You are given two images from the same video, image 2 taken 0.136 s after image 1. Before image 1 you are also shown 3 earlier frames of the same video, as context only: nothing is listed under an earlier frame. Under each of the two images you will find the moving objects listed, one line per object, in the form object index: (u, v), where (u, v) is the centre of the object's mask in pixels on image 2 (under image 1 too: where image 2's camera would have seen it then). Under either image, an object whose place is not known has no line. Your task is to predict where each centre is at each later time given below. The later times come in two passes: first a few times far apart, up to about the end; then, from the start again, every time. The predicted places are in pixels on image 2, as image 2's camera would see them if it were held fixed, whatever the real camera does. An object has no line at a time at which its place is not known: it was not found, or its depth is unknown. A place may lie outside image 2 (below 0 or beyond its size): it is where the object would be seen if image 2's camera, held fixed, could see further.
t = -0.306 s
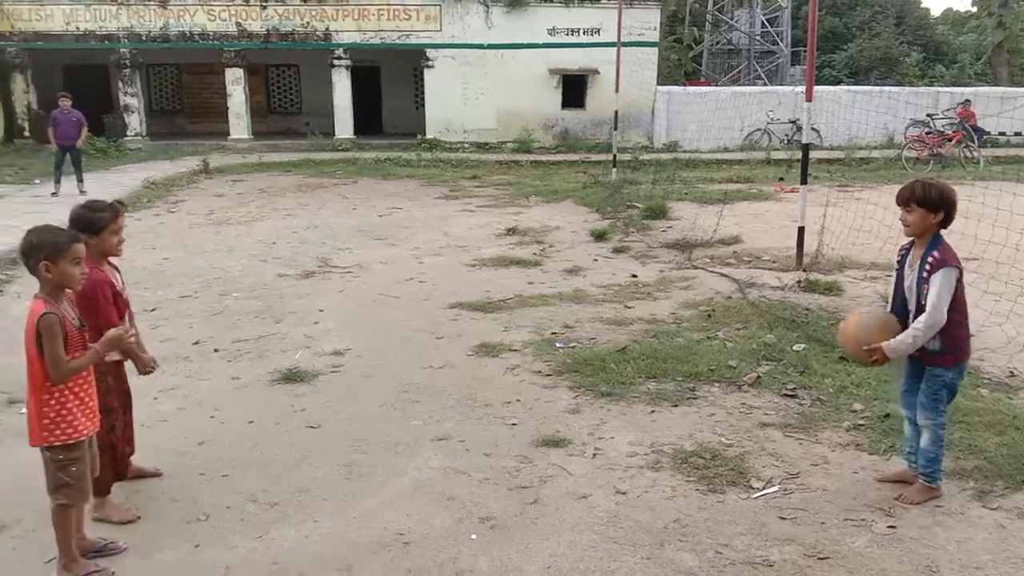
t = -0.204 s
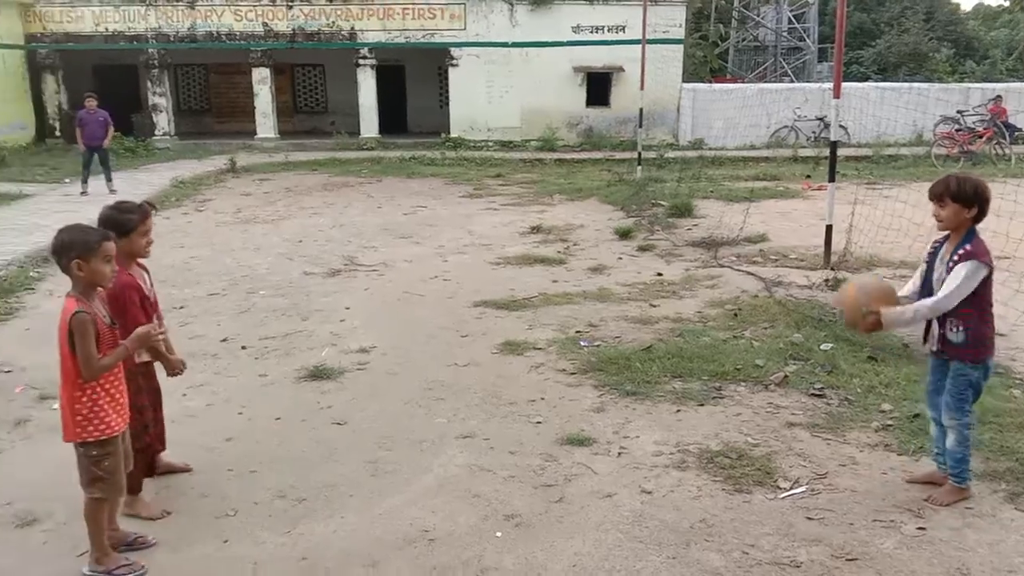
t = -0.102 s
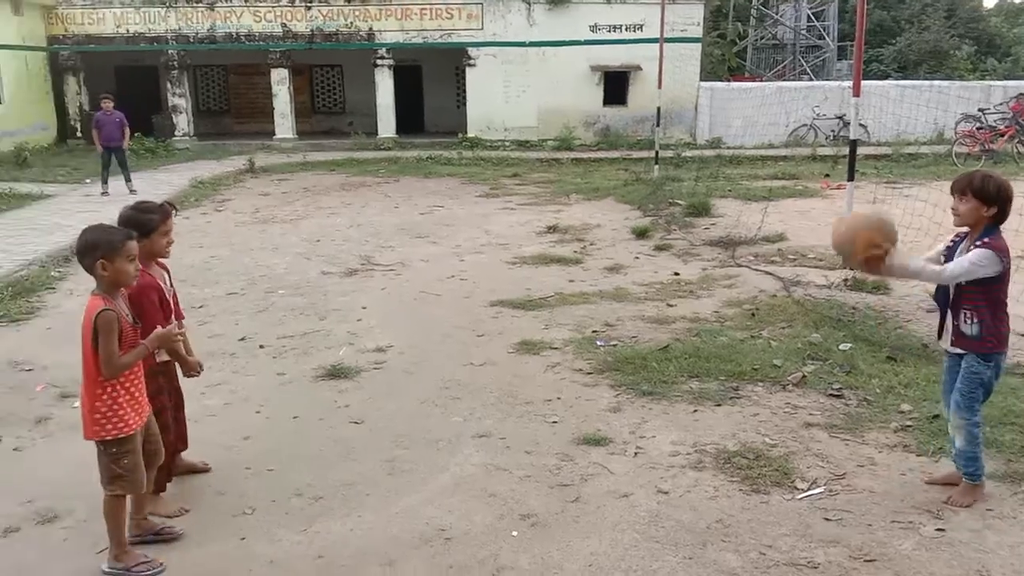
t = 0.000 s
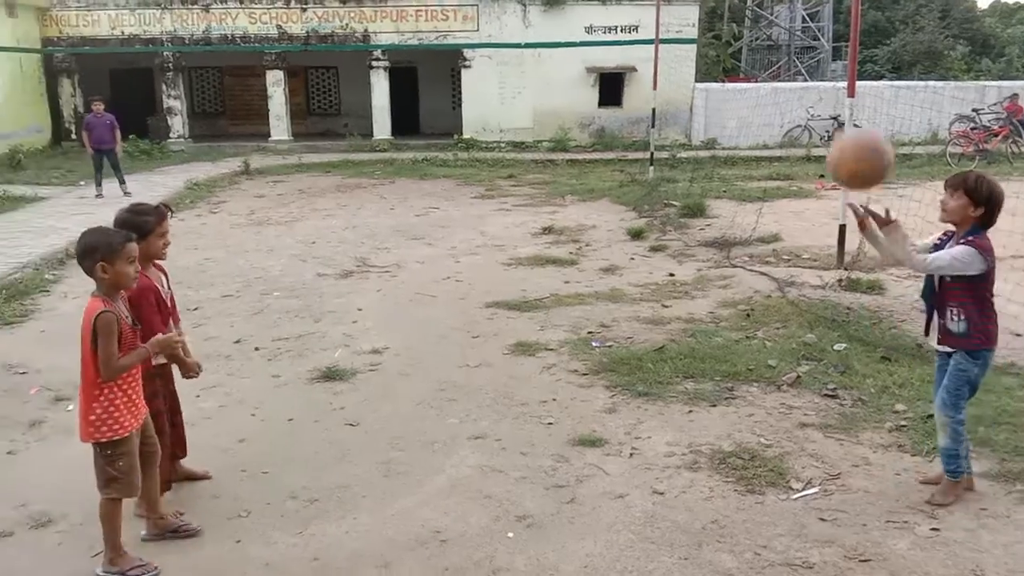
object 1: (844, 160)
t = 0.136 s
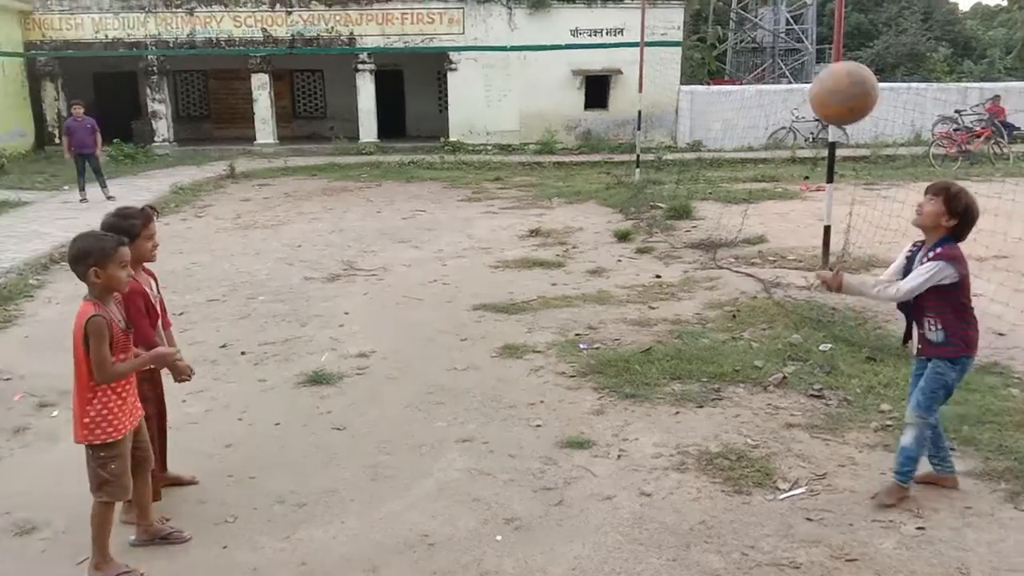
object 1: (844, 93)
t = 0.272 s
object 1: (839, 75)
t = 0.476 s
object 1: (825, 147)
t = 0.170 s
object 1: (843, 84)
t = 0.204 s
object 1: (842, 78)
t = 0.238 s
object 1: (841, 75)
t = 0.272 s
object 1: (839, 75)
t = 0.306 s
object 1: (838, 79)
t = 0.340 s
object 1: (835, 85)
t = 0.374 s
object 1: (833, 95)
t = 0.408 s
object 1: (831, 109)
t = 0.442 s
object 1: (828, 126)
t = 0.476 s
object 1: (825, 147)
